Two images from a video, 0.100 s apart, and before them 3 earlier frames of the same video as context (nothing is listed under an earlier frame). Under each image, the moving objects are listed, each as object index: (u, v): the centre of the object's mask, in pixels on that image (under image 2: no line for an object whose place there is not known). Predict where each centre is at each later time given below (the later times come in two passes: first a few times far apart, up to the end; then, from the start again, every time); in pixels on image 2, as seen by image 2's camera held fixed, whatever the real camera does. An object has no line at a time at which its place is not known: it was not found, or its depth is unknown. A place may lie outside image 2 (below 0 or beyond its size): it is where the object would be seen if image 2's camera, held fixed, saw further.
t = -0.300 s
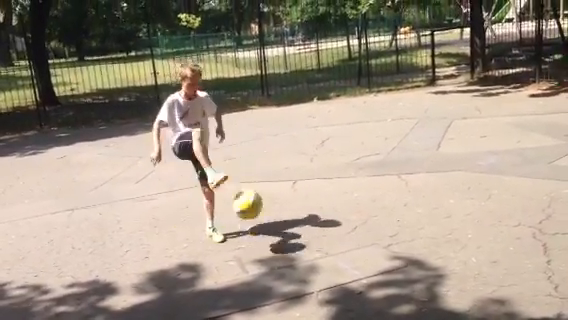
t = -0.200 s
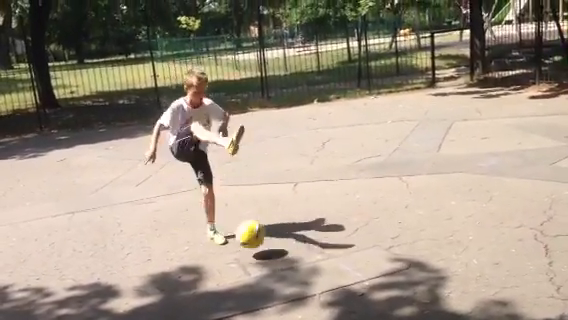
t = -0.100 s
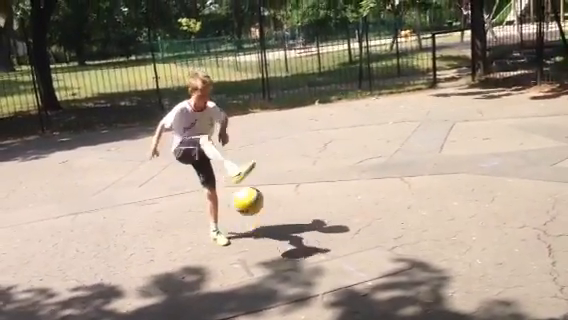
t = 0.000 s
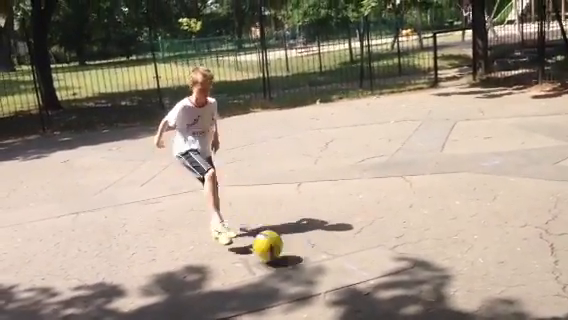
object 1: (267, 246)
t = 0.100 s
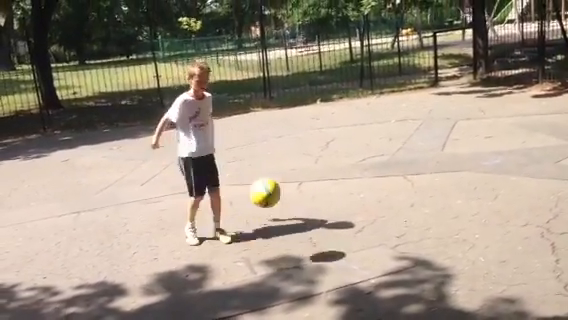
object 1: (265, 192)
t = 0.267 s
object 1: (261, 129)
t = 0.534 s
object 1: (266, 101)
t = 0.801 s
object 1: (282, 182)
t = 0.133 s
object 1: (264, 177)
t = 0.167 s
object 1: (263, 163)
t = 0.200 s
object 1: (262, 150)
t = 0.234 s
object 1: (262, 139)
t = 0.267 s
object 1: (261, 129)
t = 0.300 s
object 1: (261, 120)
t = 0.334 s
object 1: (262, 112)
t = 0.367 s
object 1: (262, 107)
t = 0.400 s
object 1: (262, 102)
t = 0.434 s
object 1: (263, 99)
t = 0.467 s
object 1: (264, 99)
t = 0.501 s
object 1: (265, 99)
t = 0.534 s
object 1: (266, 101)
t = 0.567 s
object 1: (267, 105)
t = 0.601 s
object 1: (268, 111)
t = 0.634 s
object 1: (270, 118)
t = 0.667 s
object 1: (273, 127)
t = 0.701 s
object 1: (274, 138)
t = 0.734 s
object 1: (277, 151)
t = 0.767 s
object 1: (280, 166)
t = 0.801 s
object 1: (282, 182)
